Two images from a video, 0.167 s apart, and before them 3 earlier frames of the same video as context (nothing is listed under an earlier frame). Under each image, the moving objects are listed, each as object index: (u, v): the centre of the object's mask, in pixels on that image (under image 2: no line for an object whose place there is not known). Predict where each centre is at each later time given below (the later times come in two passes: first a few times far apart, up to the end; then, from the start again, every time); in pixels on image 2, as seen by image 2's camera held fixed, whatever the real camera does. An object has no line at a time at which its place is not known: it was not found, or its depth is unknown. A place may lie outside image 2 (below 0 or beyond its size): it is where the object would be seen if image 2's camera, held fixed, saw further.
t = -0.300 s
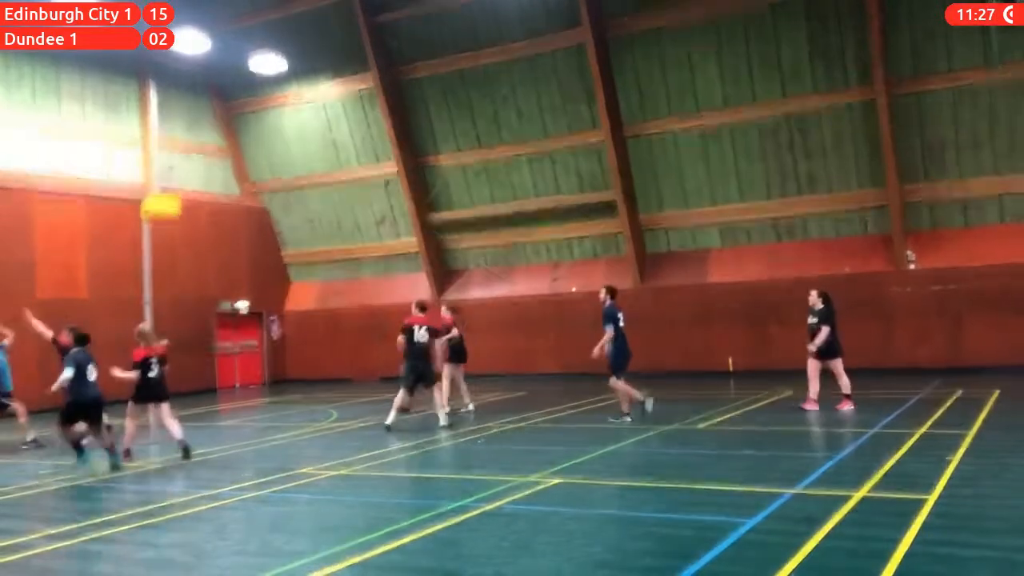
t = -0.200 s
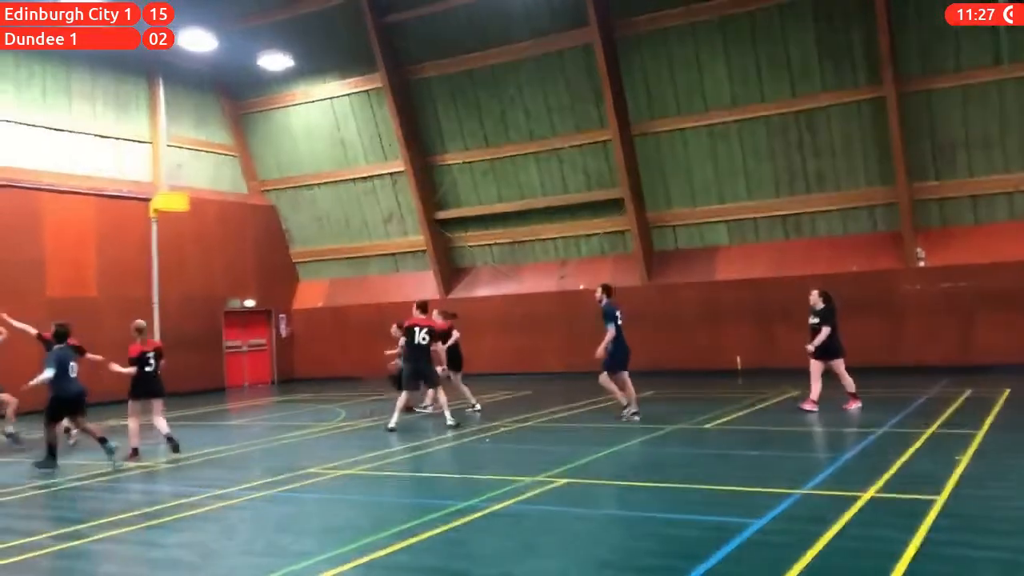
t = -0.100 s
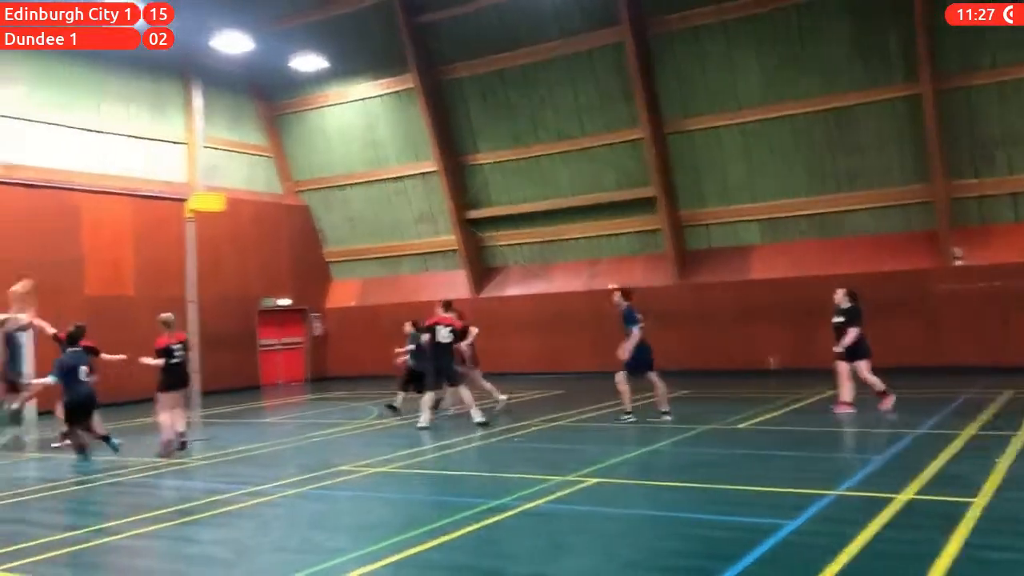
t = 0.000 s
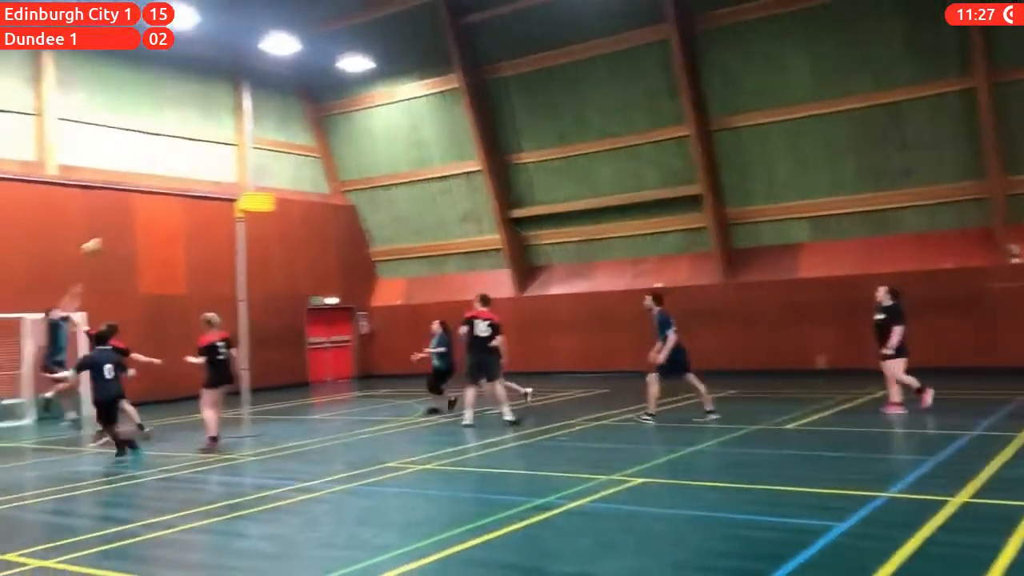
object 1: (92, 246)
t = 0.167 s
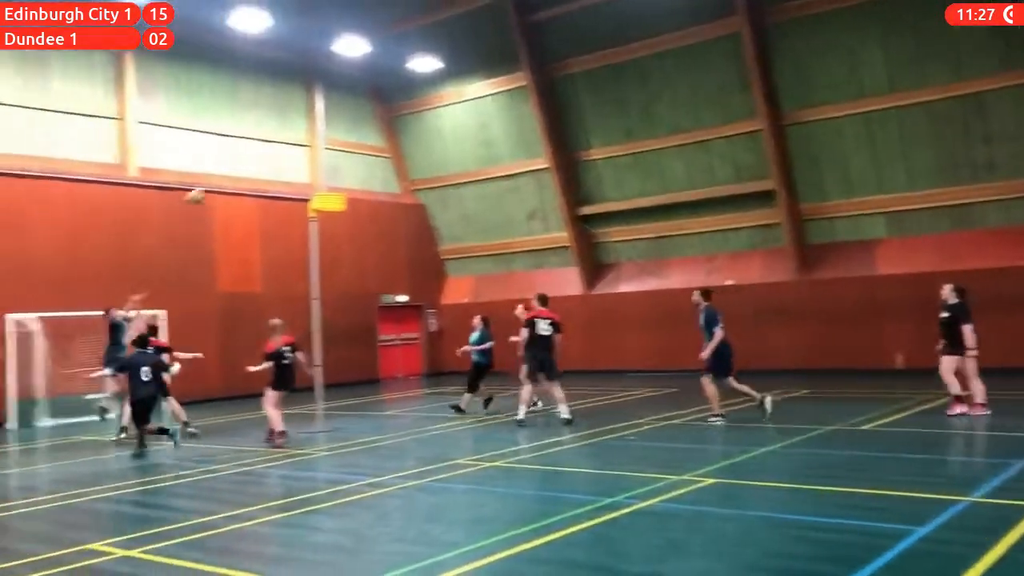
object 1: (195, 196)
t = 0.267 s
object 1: (210, 170)
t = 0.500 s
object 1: (246, 150)
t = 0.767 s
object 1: (290, 162)
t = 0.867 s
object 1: (308, 183)
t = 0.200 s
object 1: (199, 187)
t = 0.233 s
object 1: (205, 179)
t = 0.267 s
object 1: (210, 170)
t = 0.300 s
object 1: (218, 164)
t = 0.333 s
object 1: (222, 160)
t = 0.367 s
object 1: (227, 157)
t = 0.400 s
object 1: (231, 155)
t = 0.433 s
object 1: (233, 154)
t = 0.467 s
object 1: (239, 154)
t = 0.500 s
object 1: (246, 150)
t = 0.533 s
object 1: (250, 150)
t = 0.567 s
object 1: (255, 152)
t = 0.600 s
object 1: (262, 151)
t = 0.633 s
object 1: (266, 152)
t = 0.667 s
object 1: (272, 153)
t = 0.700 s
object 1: (279, 156)
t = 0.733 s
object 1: (285, 159)
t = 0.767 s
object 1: (290, 162)
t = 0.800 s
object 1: (295, 169)
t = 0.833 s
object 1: (302, 174)
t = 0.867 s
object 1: (308, 183)
